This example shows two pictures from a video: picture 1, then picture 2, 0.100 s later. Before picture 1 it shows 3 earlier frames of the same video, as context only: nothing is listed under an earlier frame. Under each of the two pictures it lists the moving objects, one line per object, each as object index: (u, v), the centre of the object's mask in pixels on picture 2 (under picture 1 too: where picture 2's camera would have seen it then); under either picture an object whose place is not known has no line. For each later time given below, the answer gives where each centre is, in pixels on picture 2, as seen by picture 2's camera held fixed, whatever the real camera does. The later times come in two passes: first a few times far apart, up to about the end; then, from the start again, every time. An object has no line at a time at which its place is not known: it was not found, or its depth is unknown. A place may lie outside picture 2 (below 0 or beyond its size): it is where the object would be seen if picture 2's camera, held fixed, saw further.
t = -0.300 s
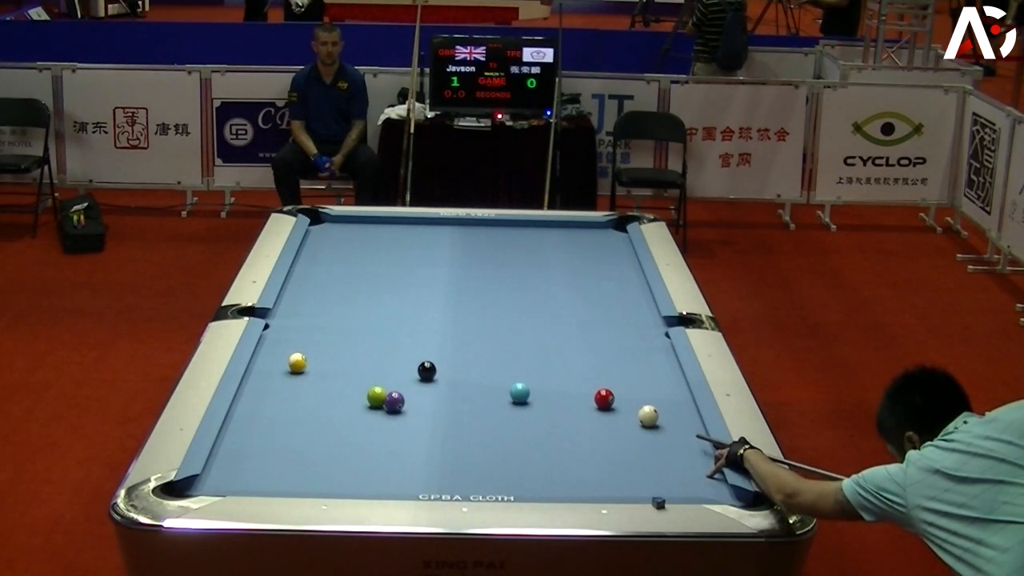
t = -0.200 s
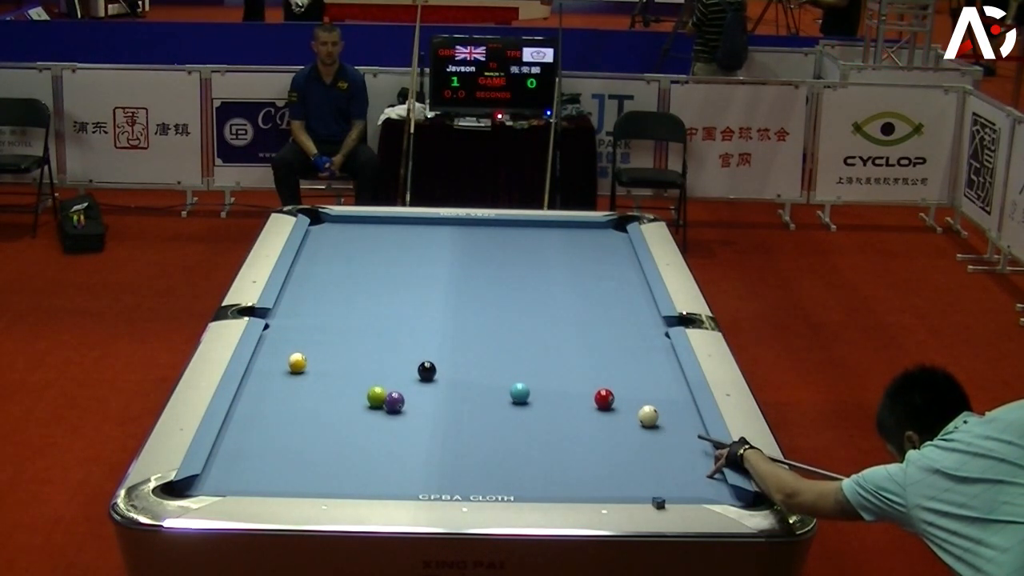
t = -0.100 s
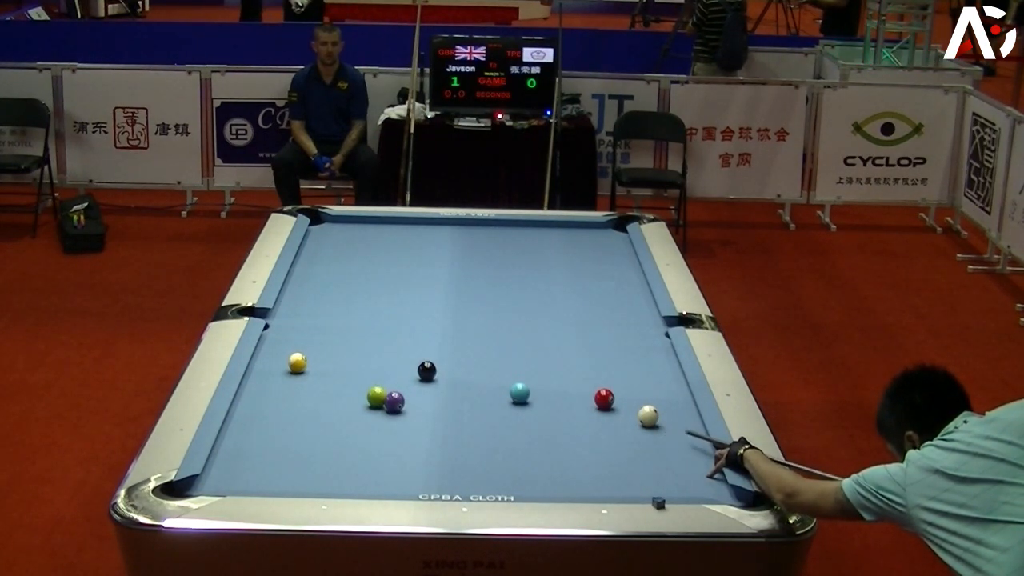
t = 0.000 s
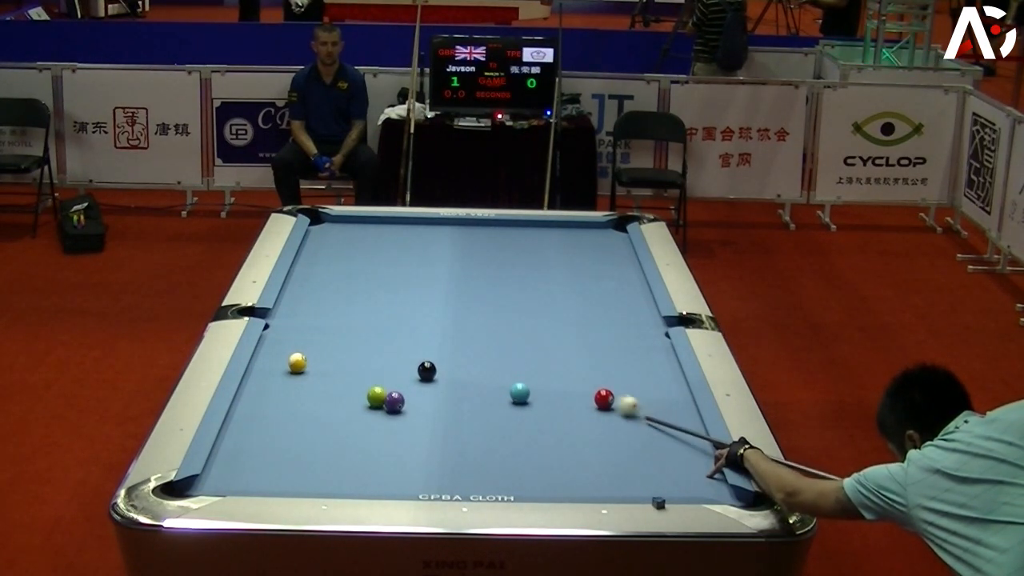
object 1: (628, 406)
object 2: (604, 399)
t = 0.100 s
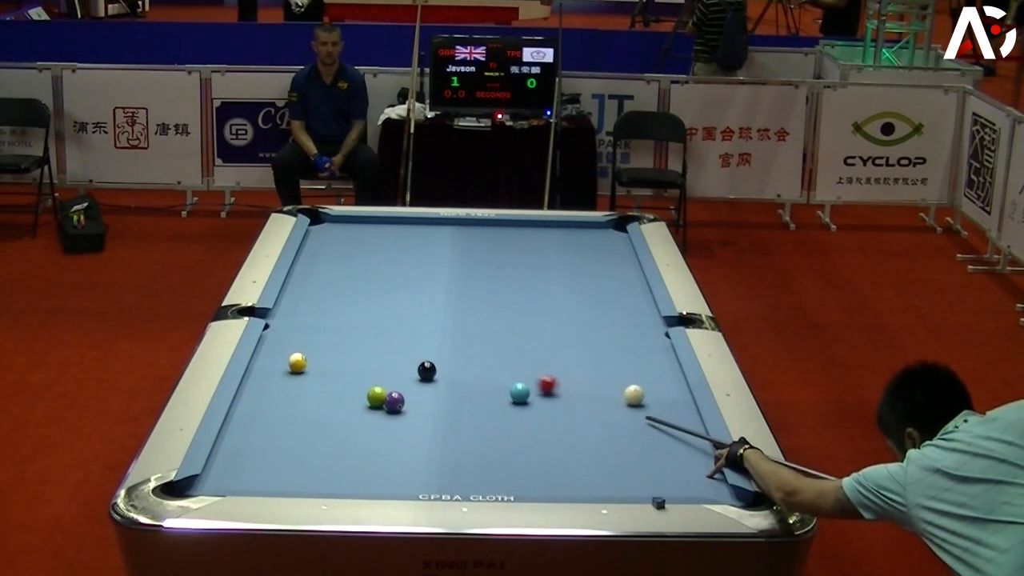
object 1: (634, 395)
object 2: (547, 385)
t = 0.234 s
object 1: (650, 387)
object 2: (475, 367)
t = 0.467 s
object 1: (674, 378)
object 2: (371, 342)
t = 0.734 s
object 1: (656, 371)
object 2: (267, 315)
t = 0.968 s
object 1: (641, 366)
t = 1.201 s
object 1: (628, 361)
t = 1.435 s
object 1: (617, 356)
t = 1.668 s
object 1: (606, 353)
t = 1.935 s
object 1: (596, 349)
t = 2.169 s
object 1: (588, 346)
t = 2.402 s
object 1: (581, 344)
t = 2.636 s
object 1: (575, 342)
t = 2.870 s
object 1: (570, 340)
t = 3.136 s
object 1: (566, 339)
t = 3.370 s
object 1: (564, 338)
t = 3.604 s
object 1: (563, 338)
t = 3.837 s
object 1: (562, 338)
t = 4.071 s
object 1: (562, 338)
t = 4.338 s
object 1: (562, 338)
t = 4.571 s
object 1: (562, 338)
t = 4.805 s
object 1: (562, 338)
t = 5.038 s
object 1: (562, 338)
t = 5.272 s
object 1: (562, 338)
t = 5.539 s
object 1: (562, 338)
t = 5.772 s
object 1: (562, 338)
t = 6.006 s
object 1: (562, 338)
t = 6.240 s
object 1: (562, 338)
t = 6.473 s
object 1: (562, 338)
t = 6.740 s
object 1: (562, 338)
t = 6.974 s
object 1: (562, 338)
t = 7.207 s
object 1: (562, 338)
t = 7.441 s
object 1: (562, 338)
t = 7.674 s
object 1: (562, 338)
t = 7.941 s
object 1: (562, 338)
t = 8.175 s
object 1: (562, 338)
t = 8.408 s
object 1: (562, 338)
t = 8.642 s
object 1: (562, 338)
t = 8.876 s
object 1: (562, 338)
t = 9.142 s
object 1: (562, 338)
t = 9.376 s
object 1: (562, 338)
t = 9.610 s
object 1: (562, 338)
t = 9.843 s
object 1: (562, 338)
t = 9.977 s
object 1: (562, 338)
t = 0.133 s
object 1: (638, 393)
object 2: (528, 378)
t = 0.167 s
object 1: (642, 390)
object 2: (508, 375)
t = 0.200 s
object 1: (646, 389)
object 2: (491, 371)
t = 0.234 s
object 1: (650, 387)
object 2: (475, 367)
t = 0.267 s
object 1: (654, 386)
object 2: (459, 363)
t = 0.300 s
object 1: (659, 384)
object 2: (444, 360)
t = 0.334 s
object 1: (663, 383)
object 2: (429, 354)
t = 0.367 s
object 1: (667, 382)
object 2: (414, 352)
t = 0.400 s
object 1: (671, 381)
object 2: (400, 349)
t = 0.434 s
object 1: (675, 379)
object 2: (386, 345)
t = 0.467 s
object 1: (674, 378)
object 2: (371, 342)
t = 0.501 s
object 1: (671, 377)
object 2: (358, 338)
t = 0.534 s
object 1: (668, 376)
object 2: (345, 335)
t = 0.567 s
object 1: (666, 375)
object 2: (331, 331)
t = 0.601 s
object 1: (664, 374)
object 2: (318, 328)
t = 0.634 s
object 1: (662, 374)
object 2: (305, 325)
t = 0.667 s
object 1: (660, 373)
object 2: (292, 322)
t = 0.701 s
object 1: (657, 372)
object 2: (280, 319)
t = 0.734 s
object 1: (656, 371)
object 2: (267, 315)
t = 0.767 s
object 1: (653, 370)
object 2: (257, 313)
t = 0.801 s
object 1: (651, 369)
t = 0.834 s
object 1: (649, 369)
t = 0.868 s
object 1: (647, 368)
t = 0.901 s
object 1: (645, 367)
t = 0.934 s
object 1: (643, 367)
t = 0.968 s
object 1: (641, 366)
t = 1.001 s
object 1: (639, 365)
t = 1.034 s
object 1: (637, 364)
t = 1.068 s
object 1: (636, 363)
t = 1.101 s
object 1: (634, 363)
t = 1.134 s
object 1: (632, 362)
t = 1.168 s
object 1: (630, 362)
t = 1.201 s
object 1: (628, 361)
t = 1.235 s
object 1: (626, 360)
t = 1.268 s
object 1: (625, 359)
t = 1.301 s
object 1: (623, 359)
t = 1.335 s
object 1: (622, 358)
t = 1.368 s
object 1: (620, 358)
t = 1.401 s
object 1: (618, 357)
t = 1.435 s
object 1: (617, 356)
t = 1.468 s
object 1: (615, 356)
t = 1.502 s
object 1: (614, 355)
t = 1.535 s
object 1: (612, 355)
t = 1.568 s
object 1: (610, 354)
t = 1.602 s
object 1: (609, 354)
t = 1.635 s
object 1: (607, 353)
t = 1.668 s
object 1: (606, 353)
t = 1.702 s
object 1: (605, 352)
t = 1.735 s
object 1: (603, 352)
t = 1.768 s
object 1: (602, 352)
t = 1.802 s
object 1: (601, 351)
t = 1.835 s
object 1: (600, 350)
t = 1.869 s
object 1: (598, 350)
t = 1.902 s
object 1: (597, 349)
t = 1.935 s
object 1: (596, 349)
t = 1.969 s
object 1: (595, 348)
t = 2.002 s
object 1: (593, 348)
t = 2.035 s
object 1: (592, 348)
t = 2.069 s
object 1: (591, 348)
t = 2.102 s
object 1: (590, 347)
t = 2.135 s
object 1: (589, 346)
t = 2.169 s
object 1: (588, 346)
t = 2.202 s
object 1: (586, 346)
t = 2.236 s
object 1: (586, 346)
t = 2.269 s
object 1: (585, 345)
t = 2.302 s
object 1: (584, 345)
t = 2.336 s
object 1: (583, 345)
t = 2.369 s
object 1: (582, 344)
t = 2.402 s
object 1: (581, 344)
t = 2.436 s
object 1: (580, 343)
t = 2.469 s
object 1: (579, 343)
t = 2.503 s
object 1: (578, 343)
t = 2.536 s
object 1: (578, 343)
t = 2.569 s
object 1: (577, 343)
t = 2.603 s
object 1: (576, 342)
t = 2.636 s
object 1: (575, 342)
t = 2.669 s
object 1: (574, 342)
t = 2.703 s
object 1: (574, 341)
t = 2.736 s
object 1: (573, 341)
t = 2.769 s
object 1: (572, 341)
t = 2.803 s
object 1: (572, 341)
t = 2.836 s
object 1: (571, 341)
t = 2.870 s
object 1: (570, 340)
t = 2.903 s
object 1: (570, 340)
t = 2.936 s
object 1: (569, 340)
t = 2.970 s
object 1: (569, 340)
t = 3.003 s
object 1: (568, 339)
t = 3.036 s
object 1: (568, 339)
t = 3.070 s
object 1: (567, 339)
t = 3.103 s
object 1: (567, 339)
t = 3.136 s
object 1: (566, 339)
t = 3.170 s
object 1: (566, 339)
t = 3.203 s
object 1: (565, 339)
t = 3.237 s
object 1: (565, 339)
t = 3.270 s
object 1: (564, 339)
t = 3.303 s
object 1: (564, 338)
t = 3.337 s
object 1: (564, 339)
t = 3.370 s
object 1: (564, 338)
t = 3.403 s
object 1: (563, 338)
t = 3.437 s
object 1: (563, 338)
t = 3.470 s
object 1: (563, 338)
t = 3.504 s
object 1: (563, 338)
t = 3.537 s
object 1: (563, 338)
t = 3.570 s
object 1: (563, 338)
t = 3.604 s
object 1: (563, 338)
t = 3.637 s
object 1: (563, 338)
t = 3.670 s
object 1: (563, 338)
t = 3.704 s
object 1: (563, 338)
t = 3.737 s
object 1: (562, 338)
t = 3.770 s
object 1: (562, 338)
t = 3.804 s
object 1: (562, 338)
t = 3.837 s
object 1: (562, 338)
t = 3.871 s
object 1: (562, 338)
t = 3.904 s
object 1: (562, 338)
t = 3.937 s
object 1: (562, 338)
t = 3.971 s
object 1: (562, 338)
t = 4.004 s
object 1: (562, 338)
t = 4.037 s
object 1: (562, 338)
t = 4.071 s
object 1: (562, 338)
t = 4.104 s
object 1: (562, 338)
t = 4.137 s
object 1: (562, 338)
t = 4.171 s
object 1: (562, 338)
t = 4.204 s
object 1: (562, 338)
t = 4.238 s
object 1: (562, 338)
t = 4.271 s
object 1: (562, 338)
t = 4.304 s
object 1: (562, 338)
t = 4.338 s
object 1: (562, 338)
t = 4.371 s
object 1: (562, 338)
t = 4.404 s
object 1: (562, 338)
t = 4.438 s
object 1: (562, 338)
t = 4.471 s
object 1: (562, 338)
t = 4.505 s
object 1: (562, 338)
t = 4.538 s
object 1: (562, 338)
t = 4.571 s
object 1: (562, 338)
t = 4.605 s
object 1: (562, 338)
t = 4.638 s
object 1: (562, 338)
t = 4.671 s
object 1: (562, 338)
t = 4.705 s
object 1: (562, 338)
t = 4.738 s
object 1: (562, 338)
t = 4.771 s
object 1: (562, 338)
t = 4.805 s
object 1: (562, 338)
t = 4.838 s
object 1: (562, 338)
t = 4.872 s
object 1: (562, 338)
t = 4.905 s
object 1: (562, 338)
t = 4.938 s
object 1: (562, 338)
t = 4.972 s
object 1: (562, 338)
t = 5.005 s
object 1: (562, 338)
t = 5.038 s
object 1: (562, 338)
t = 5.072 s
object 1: (562, 338)
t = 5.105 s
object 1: (562, 338)
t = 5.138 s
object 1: (562, 338)
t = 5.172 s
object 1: (562, 338)
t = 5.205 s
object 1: (562, 338)
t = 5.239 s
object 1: (562, 338)
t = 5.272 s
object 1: (562, 338)
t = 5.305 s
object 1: (562, 338)
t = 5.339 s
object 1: (562, 338)
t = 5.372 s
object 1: (562, 338)
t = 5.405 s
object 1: (562, 338)
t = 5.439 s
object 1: (562, 338)
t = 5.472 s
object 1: (562, 338)
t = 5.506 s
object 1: (562, 338)
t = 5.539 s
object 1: (562, 338)
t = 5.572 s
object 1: (562, 338)
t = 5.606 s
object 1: (562, 338)
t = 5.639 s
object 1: (562, 338)
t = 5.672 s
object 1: (562, 338)
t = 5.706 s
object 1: (562, 338)
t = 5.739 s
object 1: (562, 338)
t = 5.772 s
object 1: (562, 338)
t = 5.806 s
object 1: (562, 338)
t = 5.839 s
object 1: (562, 338)
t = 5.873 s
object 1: (562, 338)
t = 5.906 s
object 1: (562, 338)
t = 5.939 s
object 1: (562, 338)
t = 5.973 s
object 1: (562, 338)
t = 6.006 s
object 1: (562, 338)
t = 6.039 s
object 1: (562, 338)
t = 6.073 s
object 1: (562, 338)
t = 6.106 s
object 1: (562, 338)
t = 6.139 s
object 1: (562, 338)
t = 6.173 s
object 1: (562, 338)
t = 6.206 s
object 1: (562, 338)
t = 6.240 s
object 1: (562, 338)
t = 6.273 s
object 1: (562, 338)
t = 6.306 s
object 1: (562, 338)
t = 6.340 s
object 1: (562, 338)
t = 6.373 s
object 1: (562, 338)
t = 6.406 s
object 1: (562, 338)
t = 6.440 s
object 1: (562, 338)
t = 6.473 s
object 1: (562, 338)
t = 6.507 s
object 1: (562, 338)
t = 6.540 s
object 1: (562, 338)
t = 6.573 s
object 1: (562, 338)
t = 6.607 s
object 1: (562, 338)
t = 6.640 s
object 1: (562, 338)
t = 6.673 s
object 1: (562, 338)
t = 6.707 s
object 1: (562, 338)
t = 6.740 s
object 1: (562, 338)
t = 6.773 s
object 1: (562, 338)
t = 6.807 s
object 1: (562, 338)
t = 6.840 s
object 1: (562, 338)
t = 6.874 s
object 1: (562, 338)
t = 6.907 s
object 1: (562, 338)
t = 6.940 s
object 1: (562, 338)
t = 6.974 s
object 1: (562, 338)
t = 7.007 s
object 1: (562, 338)
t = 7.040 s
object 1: (562, 338)
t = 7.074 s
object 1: (562, 338)
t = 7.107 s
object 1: (562, 338)
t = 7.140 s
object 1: (562, 338)
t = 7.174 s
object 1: (562, 338)
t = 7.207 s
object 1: (562, 338)
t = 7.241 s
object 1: (562, 338)
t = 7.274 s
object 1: (562, 338)
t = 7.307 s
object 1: (562, 338)
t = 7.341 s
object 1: (562, 338)
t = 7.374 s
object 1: (562, 338)
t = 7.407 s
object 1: (562, 338)
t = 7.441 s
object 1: (562, 338)
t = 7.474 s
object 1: (562, 338)
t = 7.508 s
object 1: (562, 338)
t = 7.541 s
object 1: (562, 338)
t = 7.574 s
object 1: (562, 338)
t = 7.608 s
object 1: (562, 338)
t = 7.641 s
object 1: (562, 338)
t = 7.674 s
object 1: (562, 338)
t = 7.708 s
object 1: (562, 338)
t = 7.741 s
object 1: (562, 338)
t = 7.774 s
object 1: (562, 338)
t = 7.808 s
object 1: (562, 338)
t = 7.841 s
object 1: (562, 338)
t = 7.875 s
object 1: (562, 338)
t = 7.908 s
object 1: (562, 338)
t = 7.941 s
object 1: (562, 338)
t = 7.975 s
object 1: (562, 338)
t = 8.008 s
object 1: (562, 338)
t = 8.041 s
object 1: (562, 338)
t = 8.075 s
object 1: (562, 338)
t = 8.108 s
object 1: (562, 338)
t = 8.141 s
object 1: (562, 338)
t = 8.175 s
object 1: (562, 338)
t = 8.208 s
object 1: (562, 338)
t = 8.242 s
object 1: (562, 338)
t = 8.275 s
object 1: (562, 338)
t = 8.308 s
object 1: (562, 338)
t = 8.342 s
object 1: (562, 338)
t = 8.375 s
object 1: (562, 338)
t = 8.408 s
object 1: (562, 338)
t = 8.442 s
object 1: (562, 338)
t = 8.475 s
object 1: (562, 338)
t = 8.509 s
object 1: (562, 338)
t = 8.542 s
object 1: (562, 338)
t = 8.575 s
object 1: (562, 338)
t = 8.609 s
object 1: (562, 338)
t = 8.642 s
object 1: (562, 338)
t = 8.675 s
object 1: (562, 338)
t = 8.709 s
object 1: (562, 338)
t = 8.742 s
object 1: (562, 338)
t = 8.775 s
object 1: (562, 338)
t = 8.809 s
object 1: (562, 338)
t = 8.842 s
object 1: (562, 338)
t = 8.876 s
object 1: (562, 338)
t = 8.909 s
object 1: (562, 338)
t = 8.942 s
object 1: (562, 338)
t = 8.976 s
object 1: (562, 338)
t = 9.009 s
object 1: (562, 338)
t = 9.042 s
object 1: (562, 338)
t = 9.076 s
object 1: (562, 338)
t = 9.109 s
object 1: (562, 338)
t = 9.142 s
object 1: (562, 338)
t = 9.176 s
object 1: (562, 338)
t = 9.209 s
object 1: (562, 338)
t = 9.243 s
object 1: (562, 338)
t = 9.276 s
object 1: (562, 338)
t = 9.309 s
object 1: (562, 338)
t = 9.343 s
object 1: (562, 338)
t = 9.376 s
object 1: (562, 338)
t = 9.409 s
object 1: (562, 338)
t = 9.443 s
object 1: (562, 338)
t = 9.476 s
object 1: (562, 338)
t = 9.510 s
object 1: (562, 338)
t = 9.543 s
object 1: (562, 338)
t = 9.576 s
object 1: (562, 338)
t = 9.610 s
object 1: (562, 338)
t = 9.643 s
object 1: (562, 338)
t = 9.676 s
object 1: (562, 338)
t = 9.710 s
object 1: (562, 338)
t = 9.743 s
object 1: (562, 338)
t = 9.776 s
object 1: (562, 338)
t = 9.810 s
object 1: (562, 338)
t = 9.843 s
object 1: (562, 338)
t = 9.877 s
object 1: (562, 338)
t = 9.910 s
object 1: (562, 338)
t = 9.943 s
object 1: (562, 338)
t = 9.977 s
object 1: (562, 338)
